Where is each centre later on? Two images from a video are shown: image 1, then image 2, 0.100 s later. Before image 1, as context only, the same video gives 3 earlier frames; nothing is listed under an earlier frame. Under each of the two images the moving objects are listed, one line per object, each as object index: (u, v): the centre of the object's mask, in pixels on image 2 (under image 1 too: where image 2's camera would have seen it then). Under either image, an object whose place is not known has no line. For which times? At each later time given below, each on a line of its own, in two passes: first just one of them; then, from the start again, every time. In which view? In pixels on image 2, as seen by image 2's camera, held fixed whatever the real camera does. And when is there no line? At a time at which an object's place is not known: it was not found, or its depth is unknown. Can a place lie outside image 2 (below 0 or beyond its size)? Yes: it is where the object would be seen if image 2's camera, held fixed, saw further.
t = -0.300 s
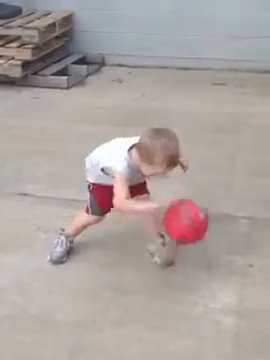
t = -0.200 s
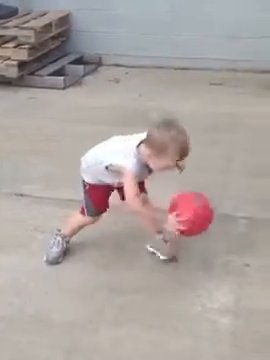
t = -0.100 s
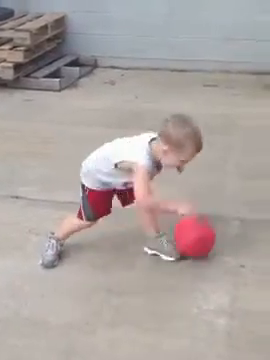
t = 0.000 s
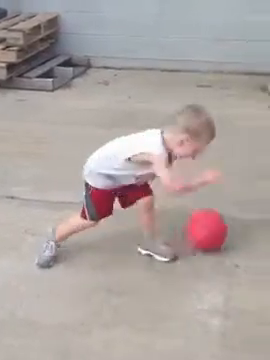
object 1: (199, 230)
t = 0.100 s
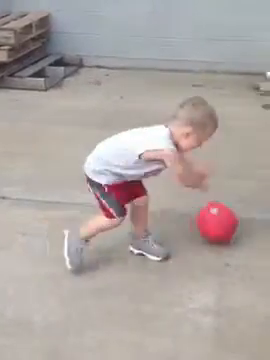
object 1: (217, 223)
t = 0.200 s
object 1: (234, 218)
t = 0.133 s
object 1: (222, 222)
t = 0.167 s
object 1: (228, 219)
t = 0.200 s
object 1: (234, 218)
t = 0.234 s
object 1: (239, 216)
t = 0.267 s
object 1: (246, 214)
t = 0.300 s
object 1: (250, 213)
